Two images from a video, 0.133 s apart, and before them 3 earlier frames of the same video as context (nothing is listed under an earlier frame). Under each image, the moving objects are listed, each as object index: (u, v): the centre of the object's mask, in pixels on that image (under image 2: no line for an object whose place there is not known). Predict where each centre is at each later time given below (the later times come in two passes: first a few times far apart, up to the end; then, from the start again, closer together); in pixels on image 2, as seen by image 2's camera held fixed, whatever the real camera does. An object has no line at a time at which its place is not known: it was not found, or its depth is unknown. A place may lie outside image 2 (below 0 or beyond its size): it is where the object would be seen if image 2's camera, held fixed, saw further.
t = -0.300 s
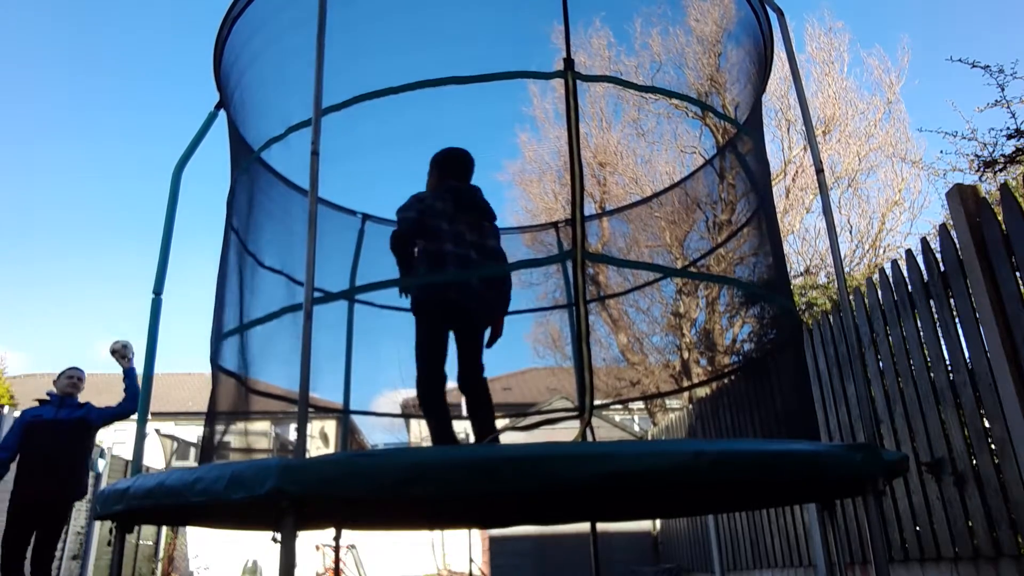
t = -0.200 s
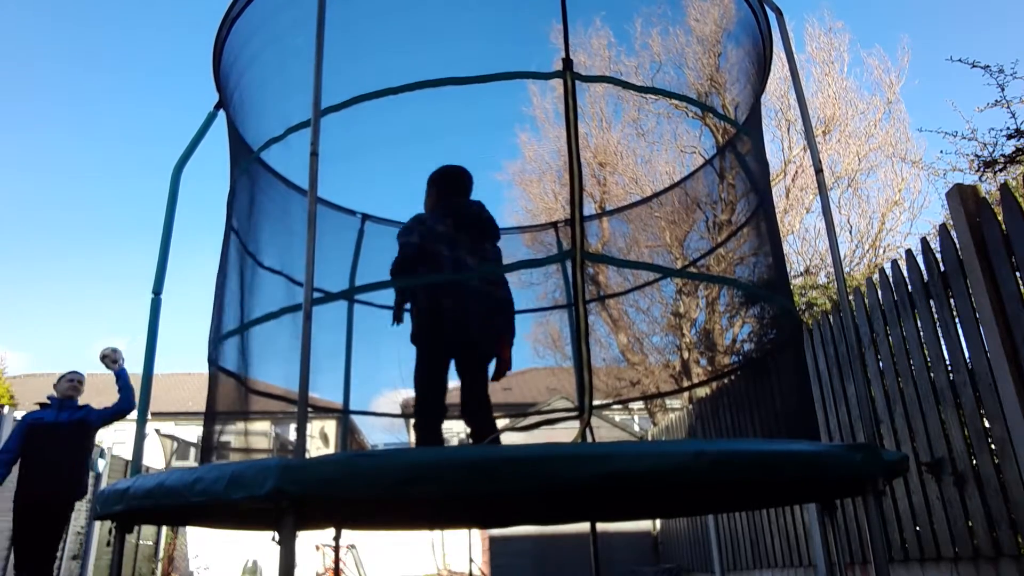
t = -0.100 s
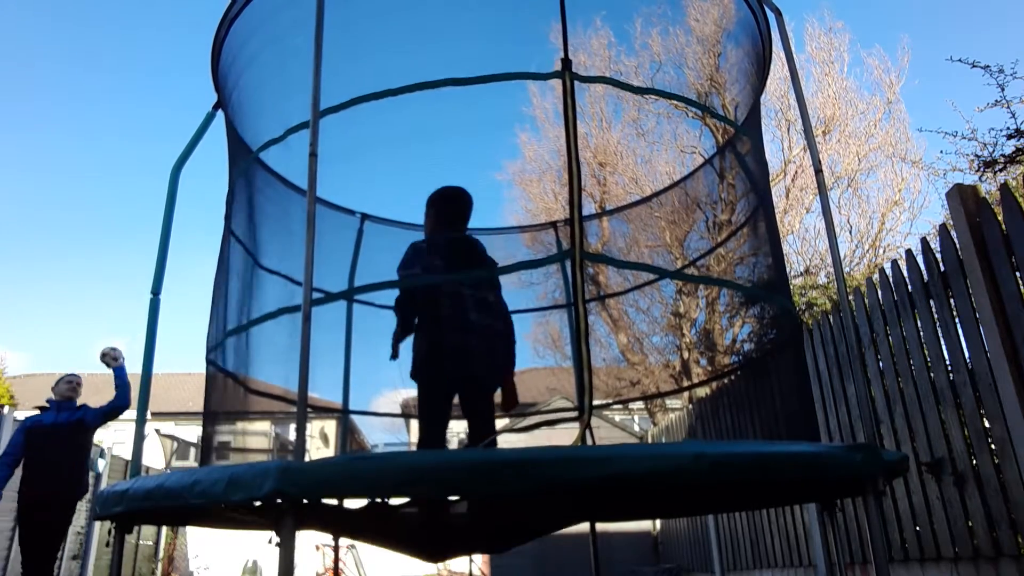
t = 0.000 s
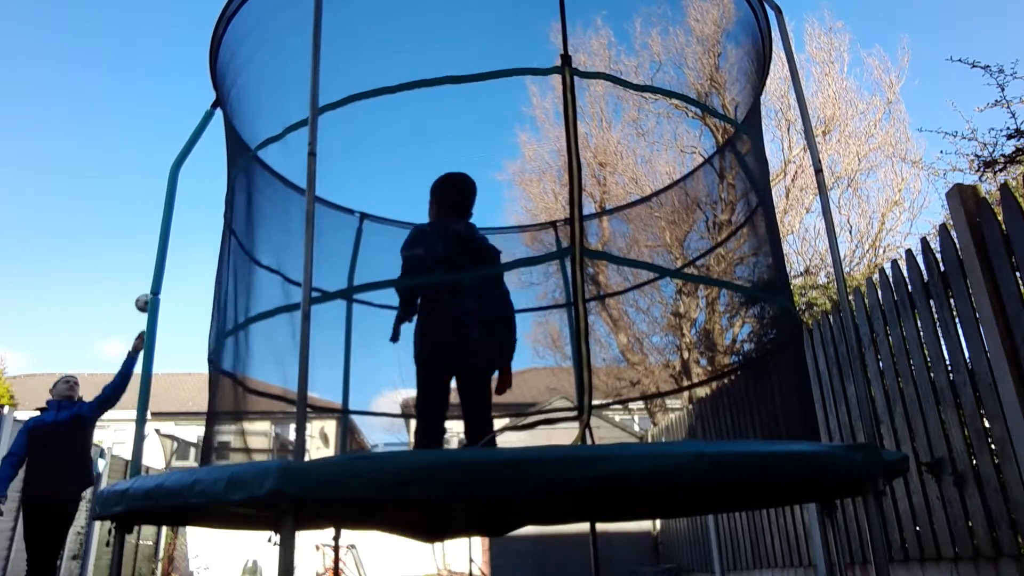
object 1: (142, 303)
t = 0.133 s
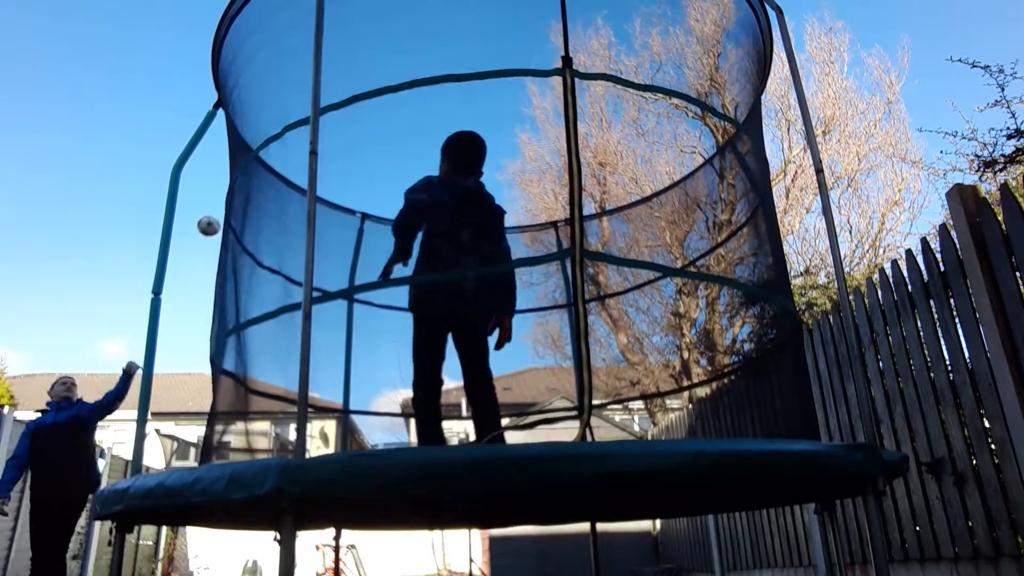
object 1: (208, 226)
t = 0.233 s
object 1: (258, 177)
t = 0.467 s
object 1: (396, 105)
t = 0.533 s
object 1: (444, 96)
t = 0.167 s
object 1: (220, 209)
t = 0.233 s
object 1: (258, 177)
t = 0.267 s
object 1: (277, 164)
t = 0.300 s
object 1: (294, 152)
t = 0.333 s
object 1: (311, 140)
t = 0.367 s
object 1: (333, 129)
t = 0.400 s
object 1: (353, 119)
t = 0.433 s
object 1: (374, 111)
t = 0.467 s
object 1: (396, 105)
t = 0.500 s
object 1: (420, 100)
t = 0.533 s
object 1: (444, 96)
